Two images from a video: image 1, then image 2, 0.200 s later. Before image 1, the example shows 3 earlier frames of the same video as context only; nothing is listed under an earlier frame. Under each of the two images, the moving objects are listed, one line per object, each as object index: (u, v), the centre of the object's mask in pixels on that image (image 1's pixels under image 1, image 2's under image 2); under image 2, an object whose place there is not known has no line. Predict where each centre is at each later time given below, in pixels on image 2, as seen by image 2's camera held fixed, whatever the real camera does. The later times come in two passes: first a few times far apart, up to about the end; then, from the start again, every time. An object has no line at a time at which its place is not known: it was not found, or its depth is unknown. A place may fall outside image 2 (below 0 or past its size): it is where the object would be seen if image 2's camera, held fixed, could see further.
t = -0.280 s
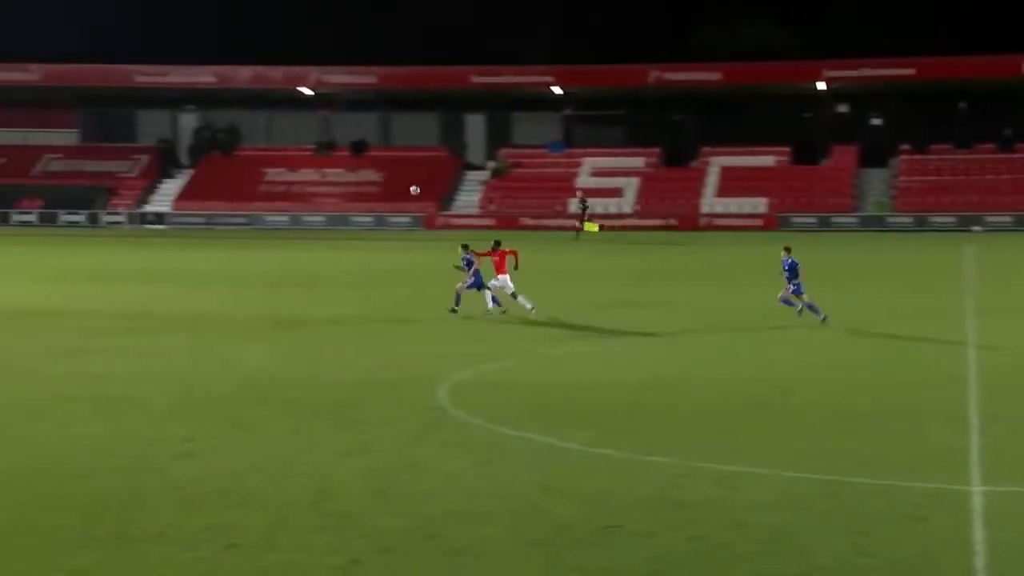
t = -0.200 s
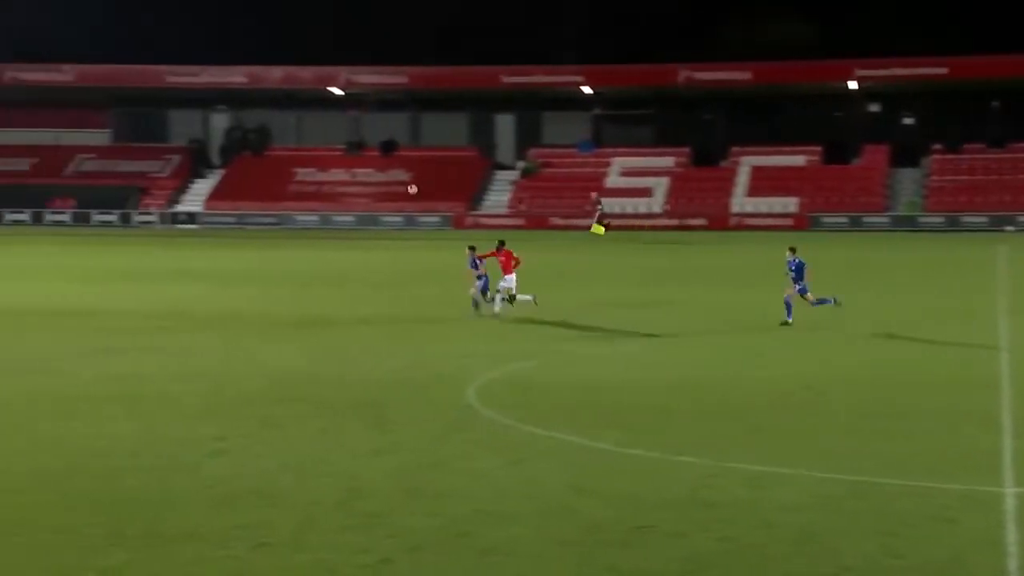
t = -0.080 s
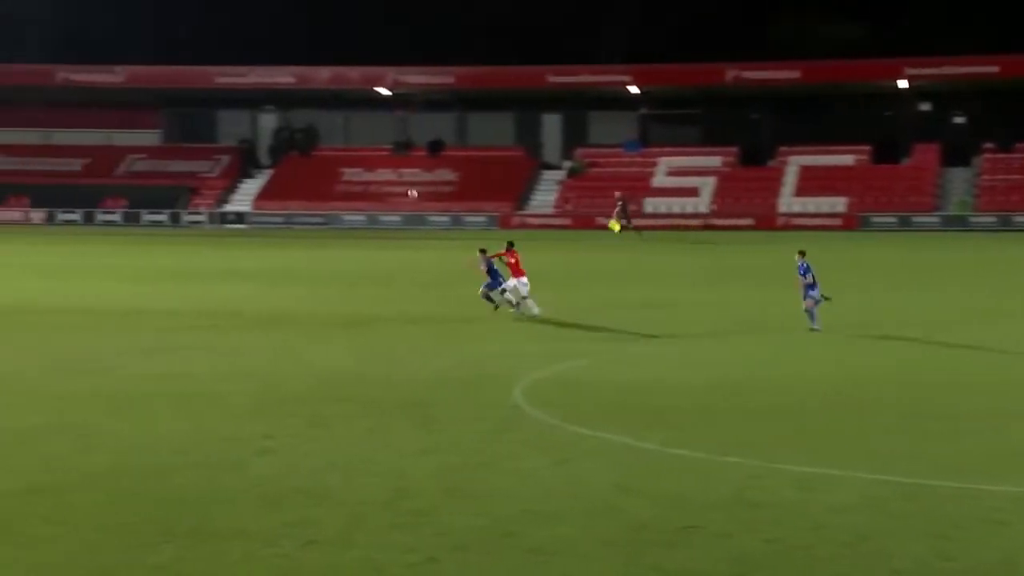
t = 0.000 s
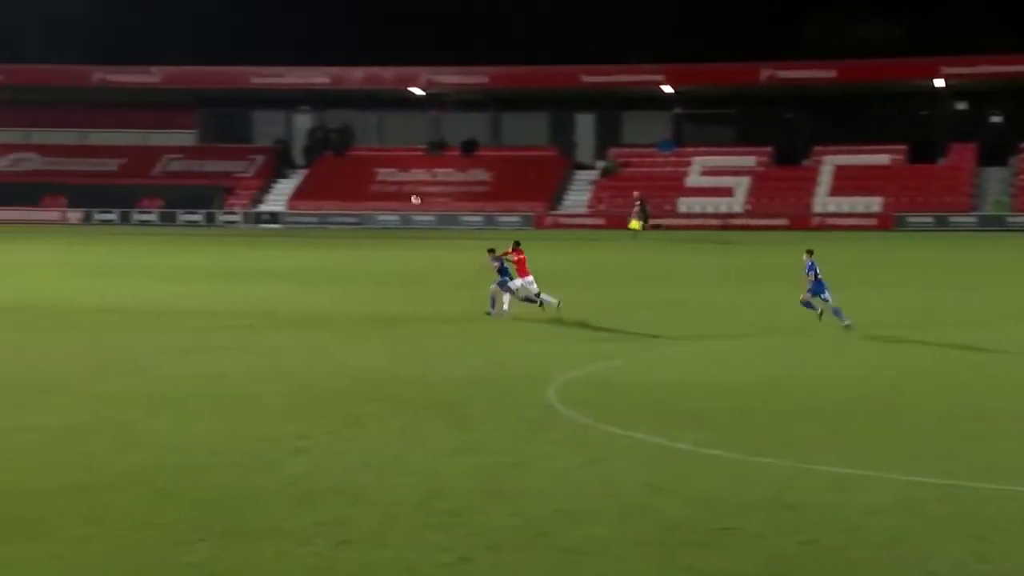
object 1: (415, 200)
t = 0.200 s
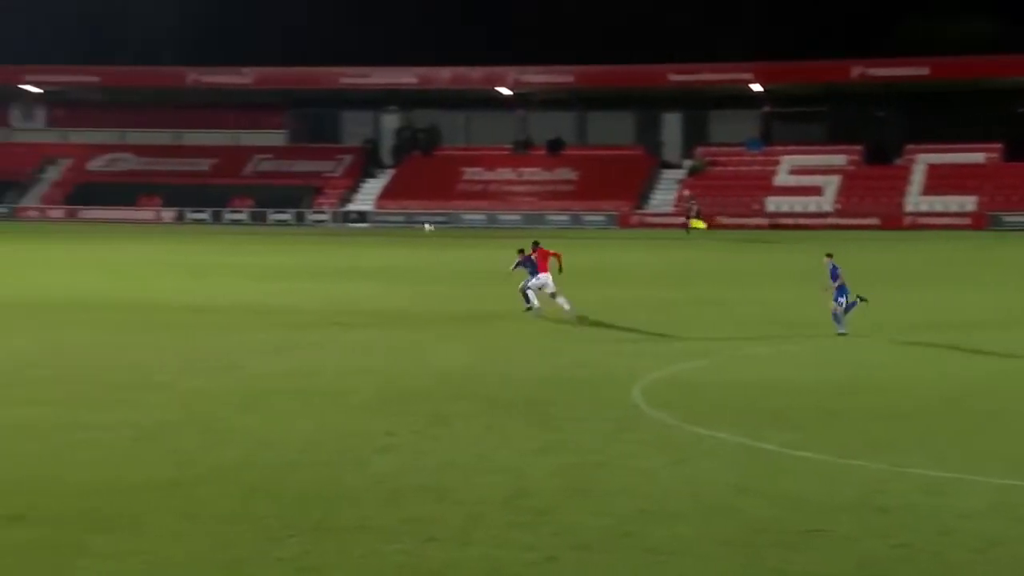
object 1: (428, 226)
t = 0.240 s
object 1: (415, 234)
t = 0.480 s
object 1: (335, 294)
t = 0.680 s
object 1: (288, 280)
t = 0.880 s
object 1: (247, 262)
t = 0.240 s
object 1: (415, 234)
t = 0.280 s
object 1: (401, 242)
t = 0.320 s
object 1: (389, 251)
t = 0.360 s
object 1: (375, 260)
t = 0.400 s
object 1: (361, 271)
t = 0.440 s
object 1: (347, 282)
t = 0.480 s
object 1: (335, 294)
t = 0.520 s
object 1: (323, 305)
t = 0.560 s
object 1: (313, 300)
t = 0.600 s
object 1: (306, 293)
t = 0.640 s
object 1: (297, 286)
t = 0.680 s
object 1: (288, 280)
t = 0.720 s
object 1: (279, 274)
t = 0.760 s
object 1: (272, 271)
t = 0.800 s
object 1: (264, 266)
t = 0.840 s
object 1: (256, 264)
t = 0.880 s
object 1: (247, 262)
